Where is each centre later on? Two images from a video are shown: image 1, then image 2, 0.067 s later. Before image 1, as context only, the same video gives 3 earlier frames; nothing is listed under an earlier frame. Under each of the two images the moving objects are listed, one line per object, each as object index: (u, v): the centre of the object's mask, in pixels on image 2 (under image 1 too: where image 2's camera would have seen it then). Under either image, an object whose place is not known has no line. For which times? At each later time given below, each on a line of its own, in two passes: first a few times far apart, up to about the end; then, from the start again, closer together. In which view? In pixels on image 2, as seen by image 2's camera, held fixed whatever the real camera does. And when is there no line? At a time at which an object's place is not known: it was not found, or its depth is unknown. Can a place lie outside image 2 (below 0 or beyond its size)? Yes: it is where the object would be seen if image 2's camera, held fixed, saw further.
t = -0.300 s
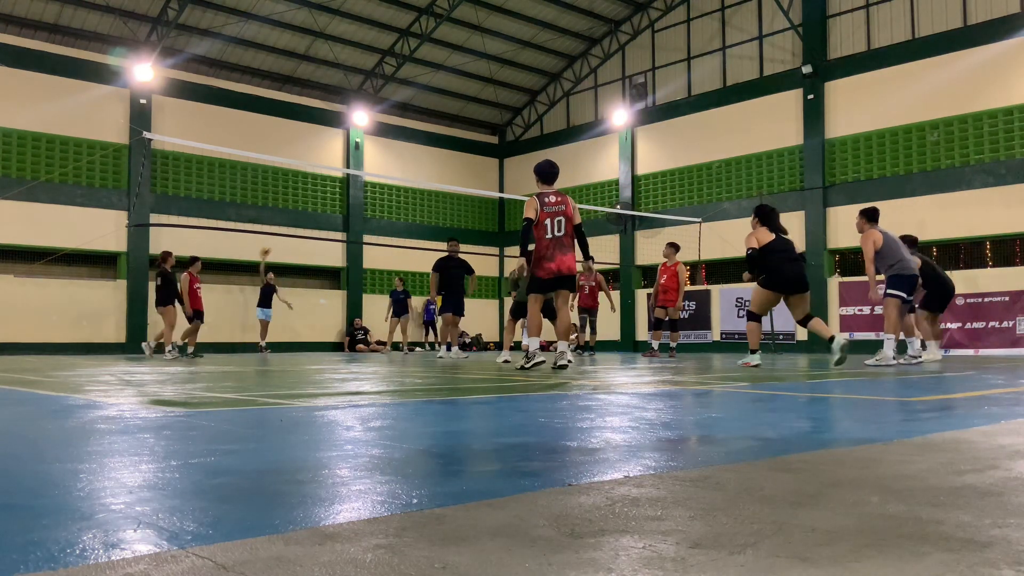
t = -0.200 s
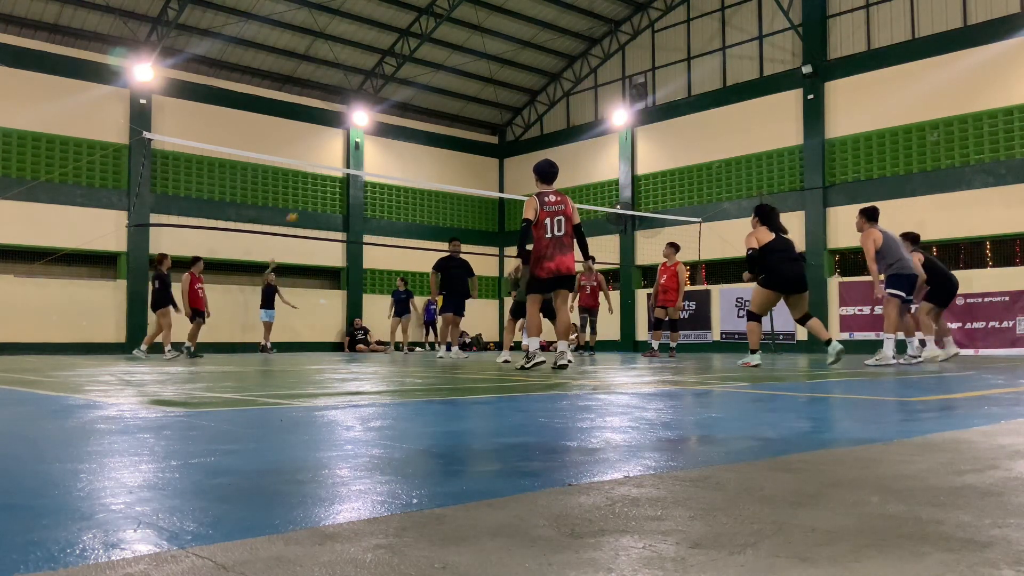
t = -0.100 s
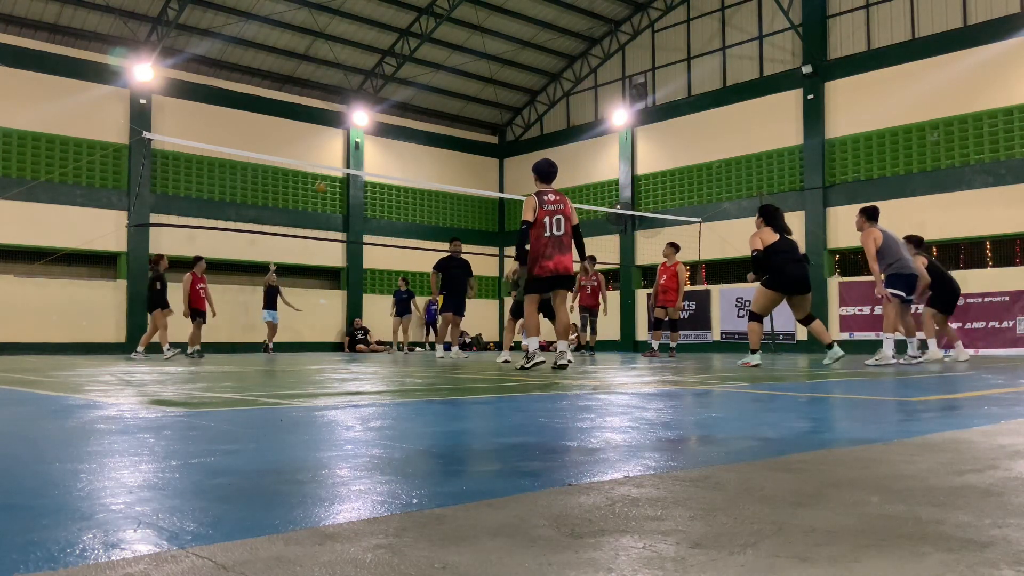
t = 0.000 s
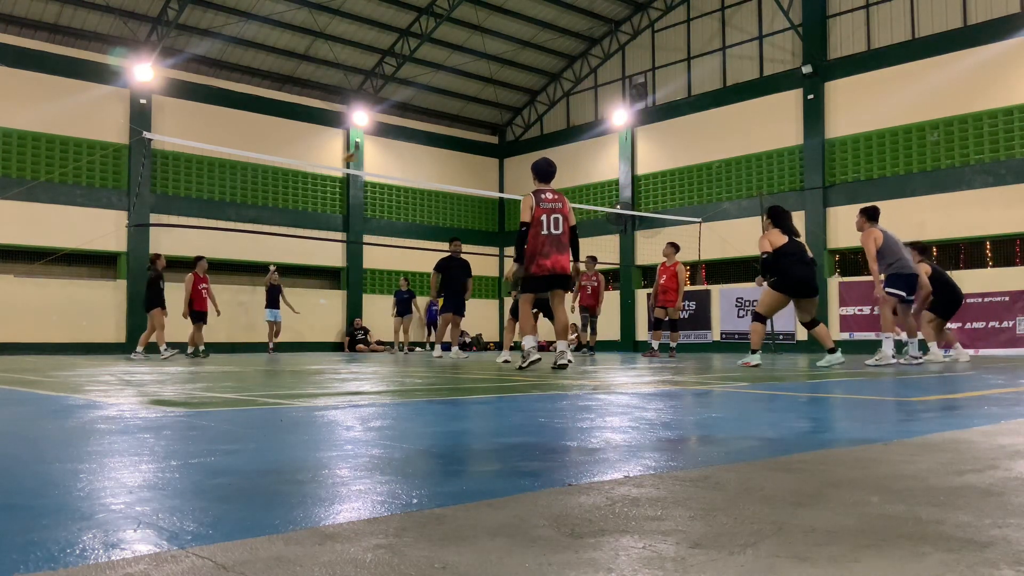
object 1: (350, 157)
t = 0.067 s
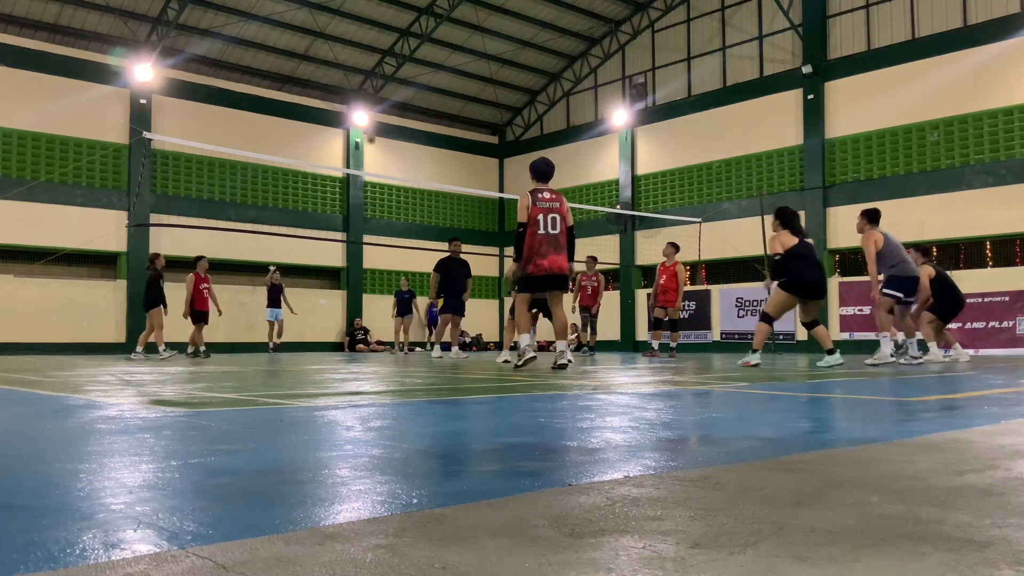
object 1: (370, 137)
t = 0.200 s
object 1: (413, 107)
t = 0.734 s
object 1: (666, 62)
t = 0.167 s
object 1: (403, 114)
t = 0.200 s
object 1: (413, 107)
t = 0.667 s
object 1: (622, 58)
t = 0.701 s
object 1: (643, 60)
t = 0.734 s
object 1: (666, 62)
